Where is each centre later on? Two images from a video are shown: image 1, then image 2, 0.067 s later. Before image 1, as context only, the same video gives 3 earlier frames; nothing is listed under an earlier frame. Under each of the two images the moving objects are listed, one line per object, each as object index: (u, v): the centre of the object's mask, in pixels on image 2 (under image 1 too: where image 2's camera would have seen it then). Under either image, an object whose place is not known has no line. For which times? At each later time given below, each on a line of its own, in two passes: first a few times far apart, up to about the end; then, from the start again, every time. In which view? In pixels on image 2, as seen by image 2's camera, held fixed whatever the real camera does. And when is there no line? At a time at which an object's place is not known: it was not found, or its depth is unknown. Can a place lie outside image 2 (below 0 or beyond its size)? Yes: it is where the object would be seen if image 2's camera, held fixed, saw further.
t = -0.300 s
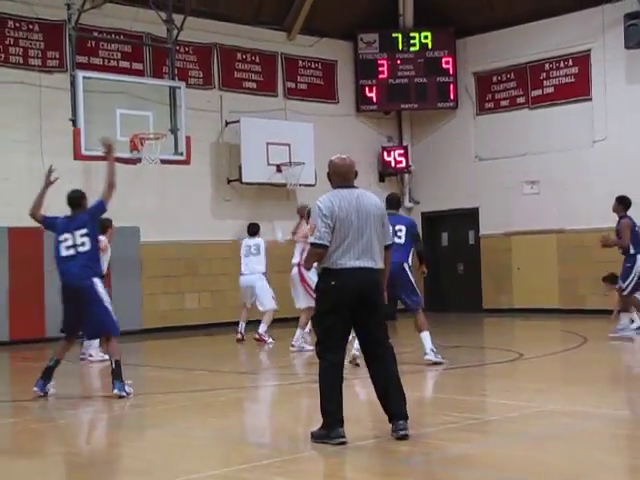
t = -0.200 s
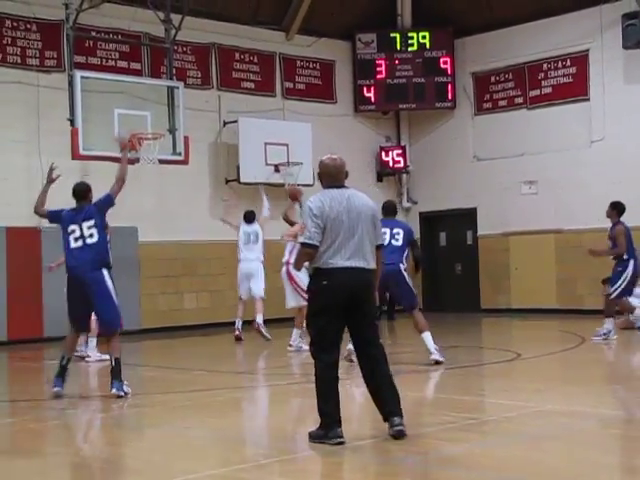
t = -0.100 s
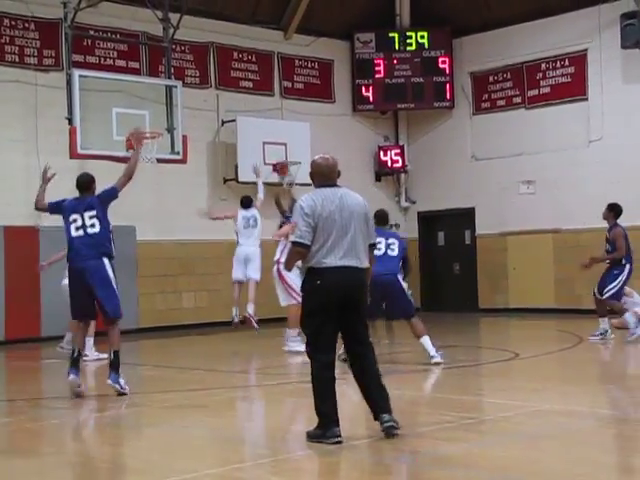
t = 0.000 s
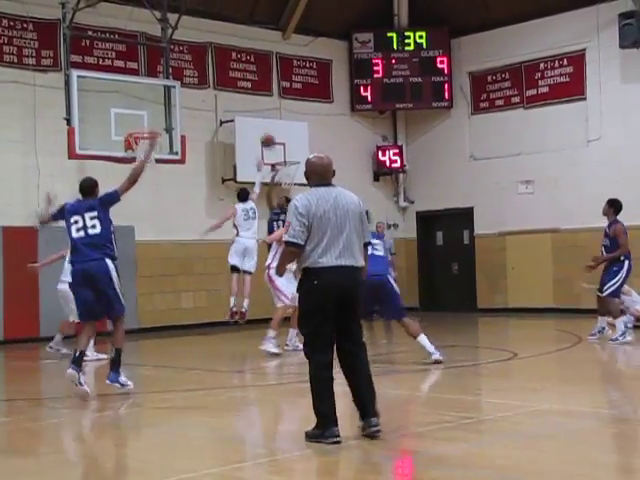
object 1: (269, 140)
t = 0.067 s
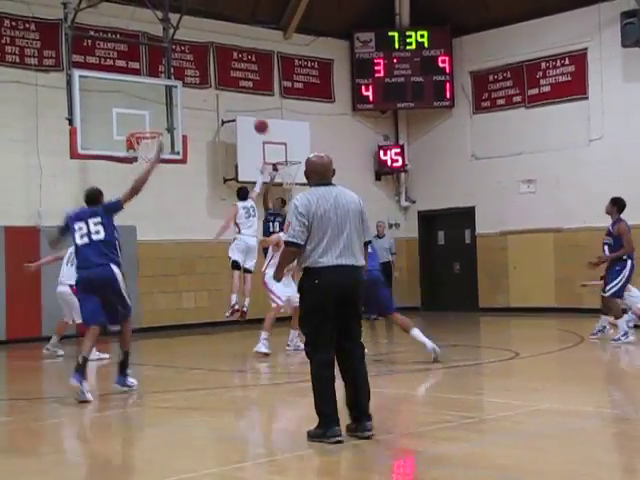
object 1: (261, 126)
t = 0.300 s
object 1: (231, 96)
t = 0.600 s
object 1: (192, 103)
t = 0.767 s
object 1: (171, 133)
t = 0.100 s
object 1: (256, 119)
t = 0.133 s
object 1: (252, 113)
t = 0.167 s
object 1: (248, 109)
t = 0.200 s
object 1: (243, 104)
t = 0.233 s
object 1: (239, 100)
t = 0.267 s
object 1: (235, 98)
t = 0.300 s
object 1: (231, 96)
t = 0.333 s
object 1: (227, 93)
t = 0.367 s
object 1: (223, 92)
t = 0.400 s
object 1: (218, 91)
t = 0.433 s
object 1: (214, 91)
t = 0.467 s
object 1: (210, 92)
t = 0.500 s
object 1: (205, 95)
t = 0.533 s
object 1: (200, 97)
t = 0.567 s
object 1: (197, 99)
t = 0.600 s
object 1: (192, 103)
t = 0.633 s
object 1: (189, 108)
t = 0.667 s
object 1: (184, 112)
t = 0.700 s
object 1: (180, 118)
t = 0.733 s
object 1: (175, 126)
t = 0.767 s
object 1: (171, 133)
